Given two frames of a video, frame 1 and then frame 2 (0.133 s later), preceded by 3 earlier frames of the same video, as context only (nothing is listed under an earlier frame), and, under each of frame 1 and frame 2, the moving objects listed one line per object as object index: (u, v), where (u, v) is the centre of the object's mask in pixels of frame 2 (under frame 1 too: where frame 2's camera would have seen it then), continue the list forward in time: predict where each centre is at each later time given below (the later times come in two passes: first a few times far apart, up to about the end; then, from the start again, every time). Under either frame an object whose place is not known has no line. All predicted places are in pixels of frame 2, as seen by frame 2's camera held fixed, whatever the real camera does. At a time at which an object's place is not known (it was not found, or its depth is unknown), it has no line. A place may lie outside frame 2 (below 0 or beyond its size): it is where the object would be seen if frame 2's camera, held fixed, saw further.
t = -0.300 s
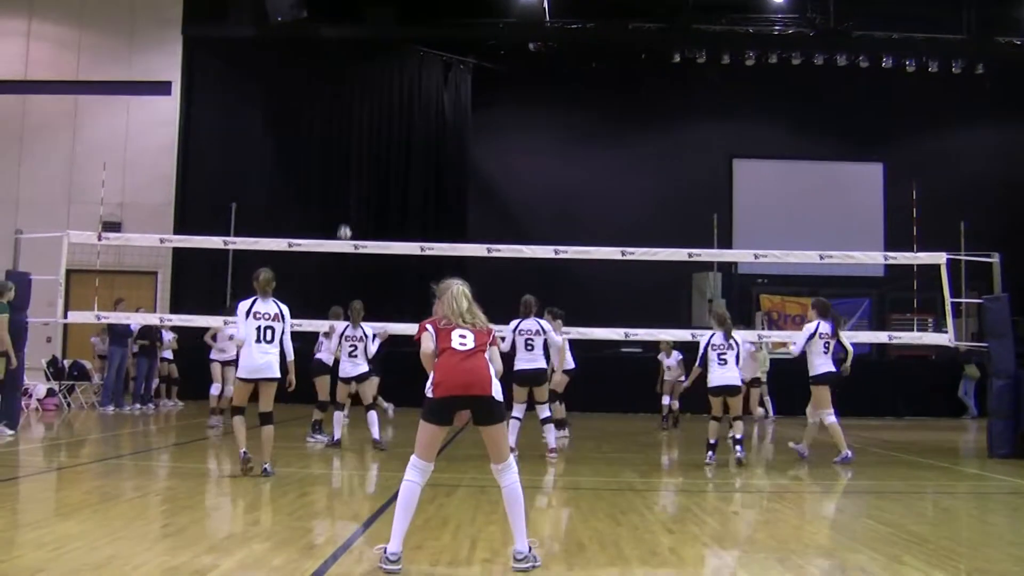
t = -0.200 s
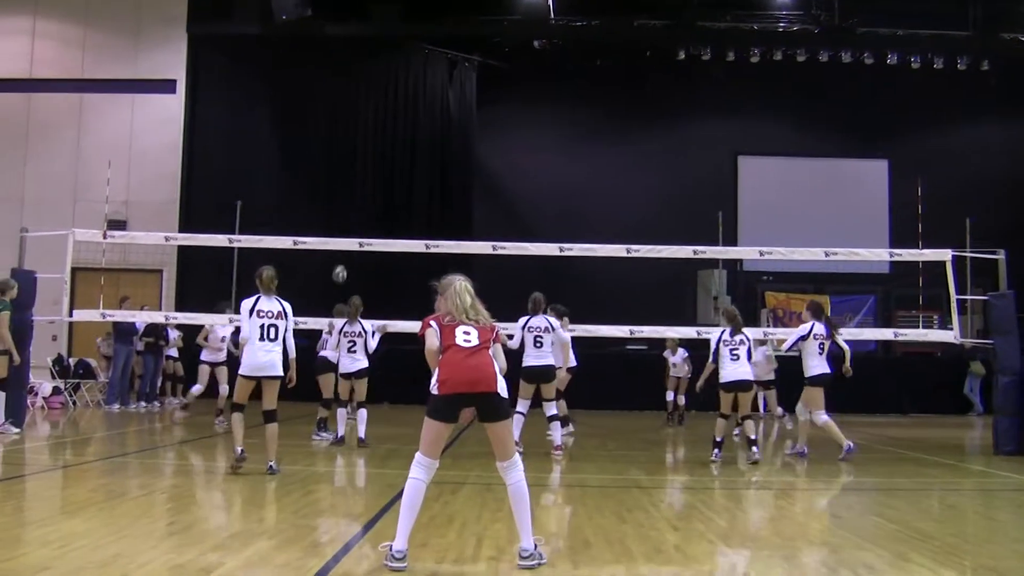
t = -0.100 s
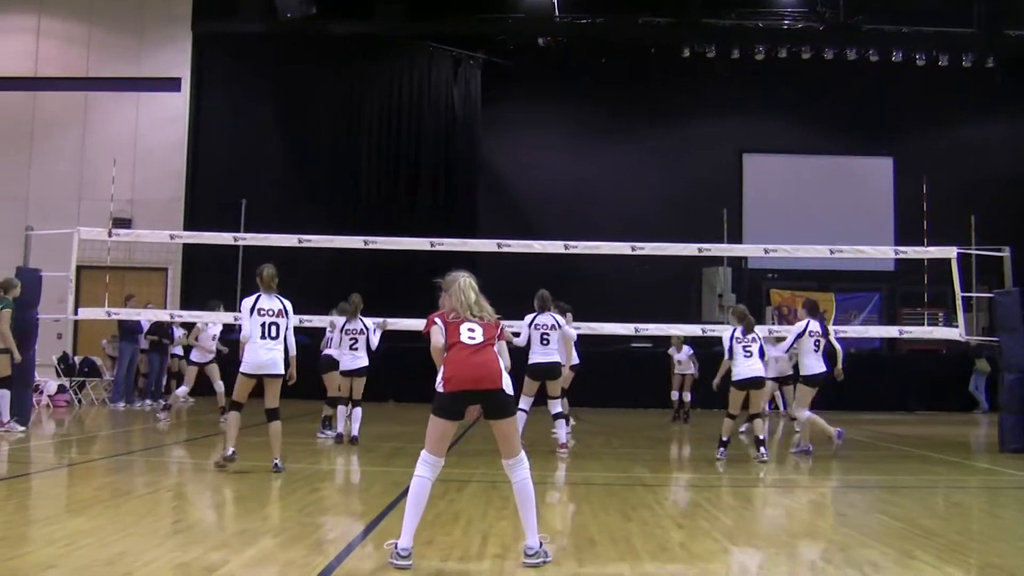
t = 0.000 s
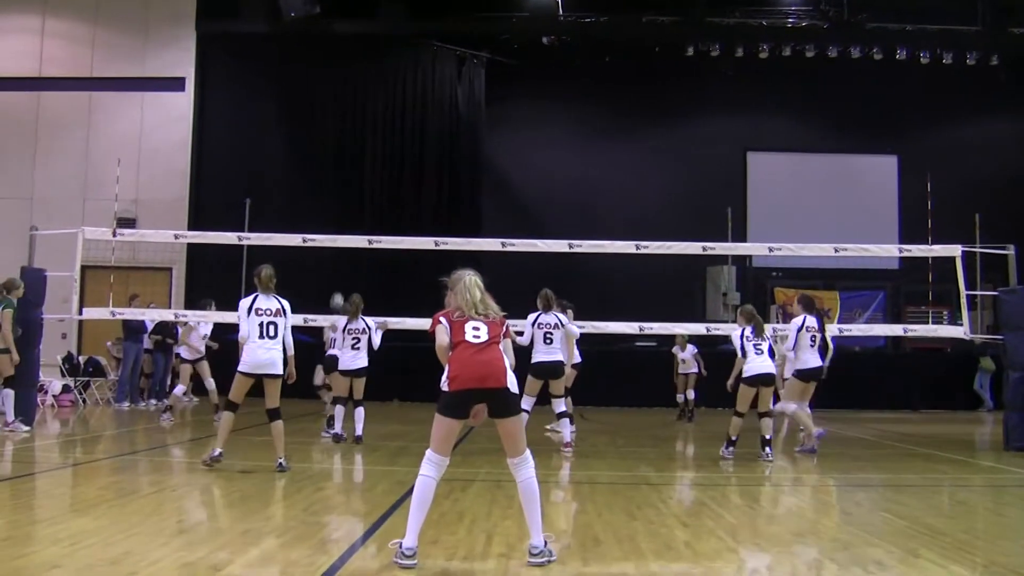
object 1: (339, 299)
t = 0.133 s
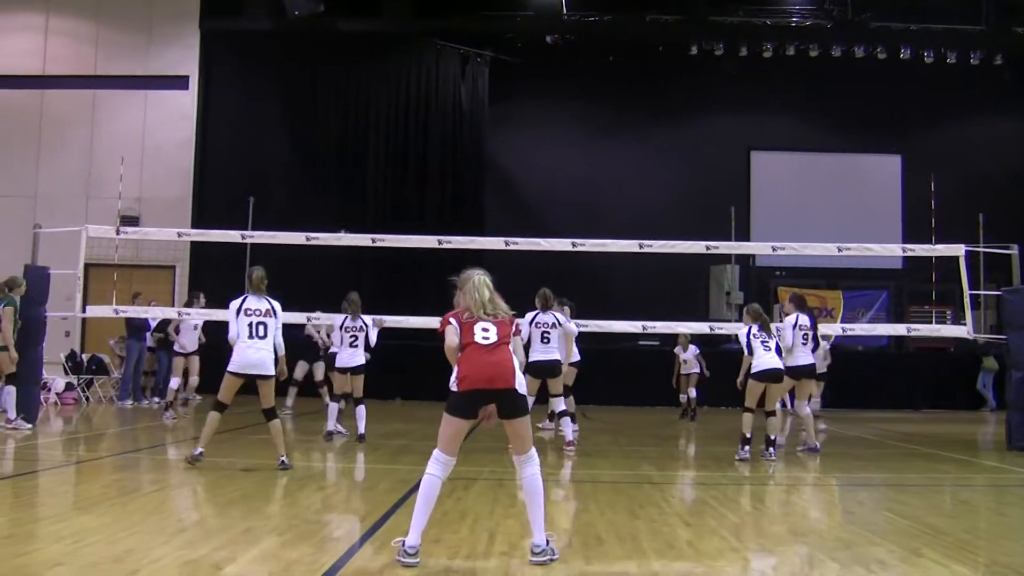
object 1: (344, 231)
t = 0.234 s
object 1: (344, 199)
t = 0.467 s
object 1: (346, 132)
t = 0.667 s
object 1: (347, 104)
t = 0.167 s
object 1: (343, 224)
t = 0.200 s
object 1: (344, 212)
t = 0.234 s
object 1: (344, 199)
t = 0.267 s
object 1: (345, 188)
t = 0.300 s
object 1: (344, 177)
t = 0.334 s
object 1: (345, 166)
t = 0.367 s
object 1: (345, 157)
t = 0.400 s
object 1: (345, 148)
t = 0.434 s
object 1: (345, 140)
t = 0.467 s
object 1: (346, 132)
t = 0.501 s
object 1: (346, 126)
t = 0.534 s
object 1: (346, 120)
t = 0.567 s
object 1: (347, 115)
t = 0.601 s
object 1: (347, 110)
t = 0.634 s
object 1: (347, 106)
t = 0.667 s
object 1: (347, 104)
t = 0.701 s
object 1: (348, 102)
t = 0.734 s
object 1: (348, 101)
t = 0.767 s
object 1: (347, 101)
